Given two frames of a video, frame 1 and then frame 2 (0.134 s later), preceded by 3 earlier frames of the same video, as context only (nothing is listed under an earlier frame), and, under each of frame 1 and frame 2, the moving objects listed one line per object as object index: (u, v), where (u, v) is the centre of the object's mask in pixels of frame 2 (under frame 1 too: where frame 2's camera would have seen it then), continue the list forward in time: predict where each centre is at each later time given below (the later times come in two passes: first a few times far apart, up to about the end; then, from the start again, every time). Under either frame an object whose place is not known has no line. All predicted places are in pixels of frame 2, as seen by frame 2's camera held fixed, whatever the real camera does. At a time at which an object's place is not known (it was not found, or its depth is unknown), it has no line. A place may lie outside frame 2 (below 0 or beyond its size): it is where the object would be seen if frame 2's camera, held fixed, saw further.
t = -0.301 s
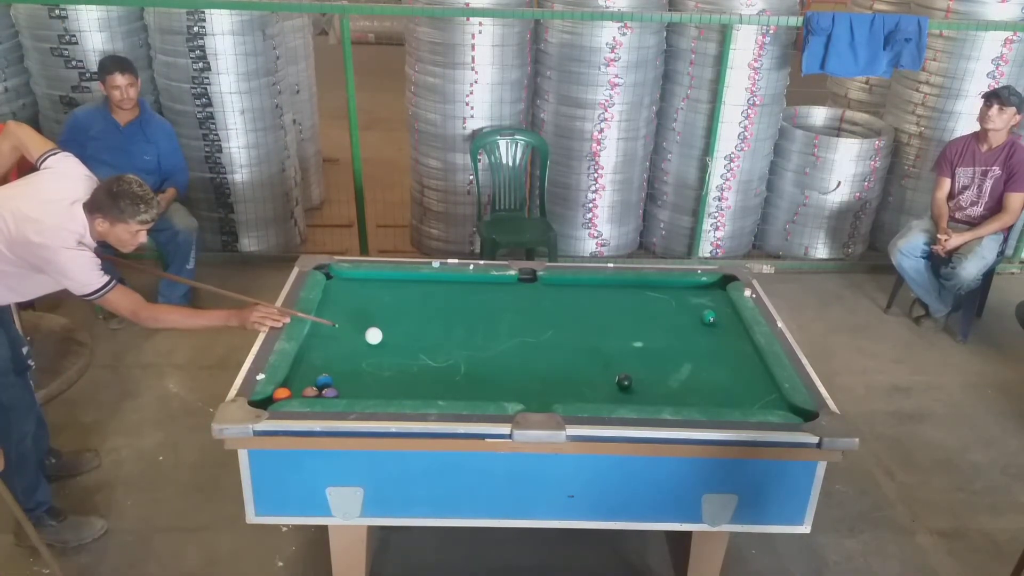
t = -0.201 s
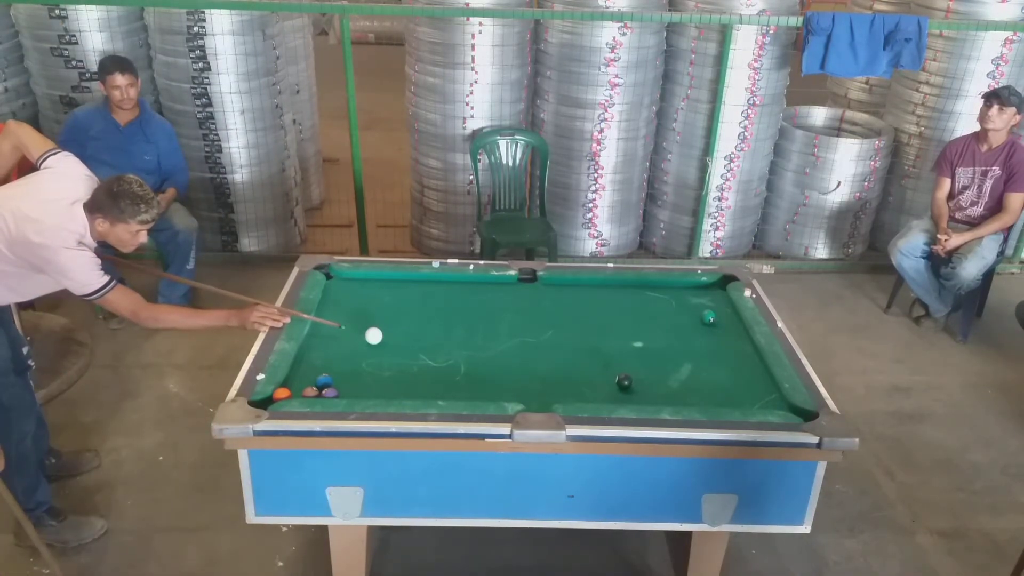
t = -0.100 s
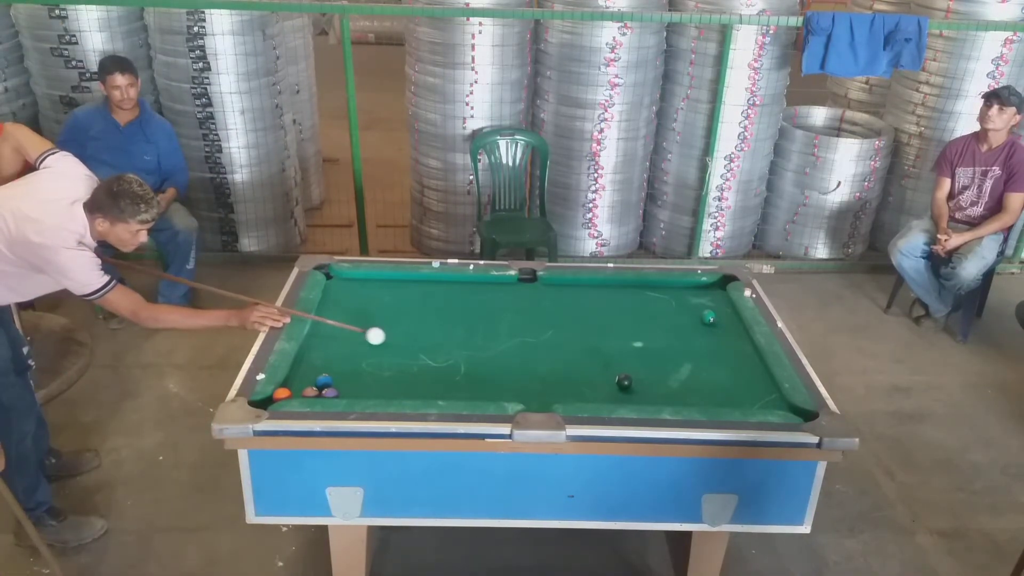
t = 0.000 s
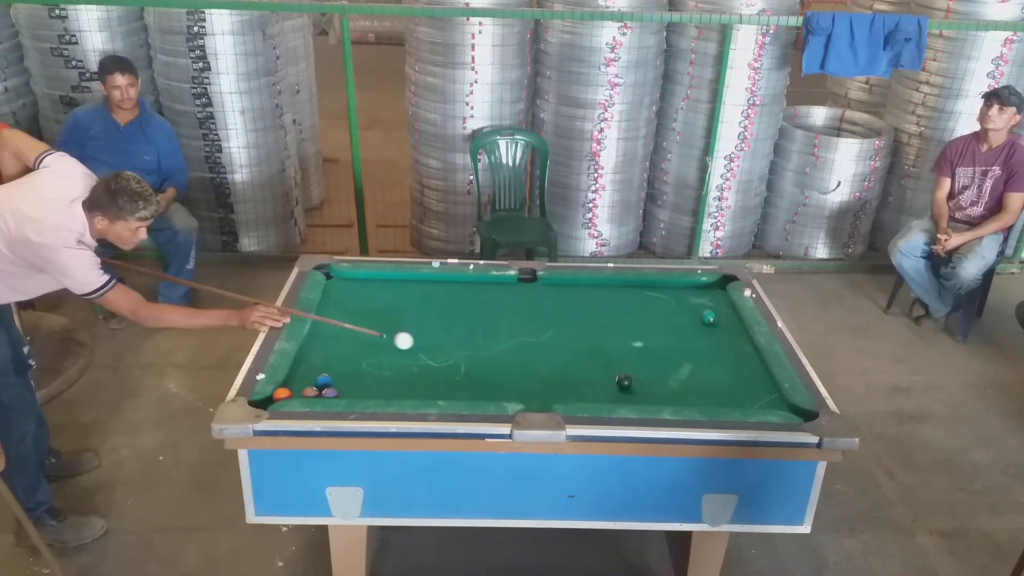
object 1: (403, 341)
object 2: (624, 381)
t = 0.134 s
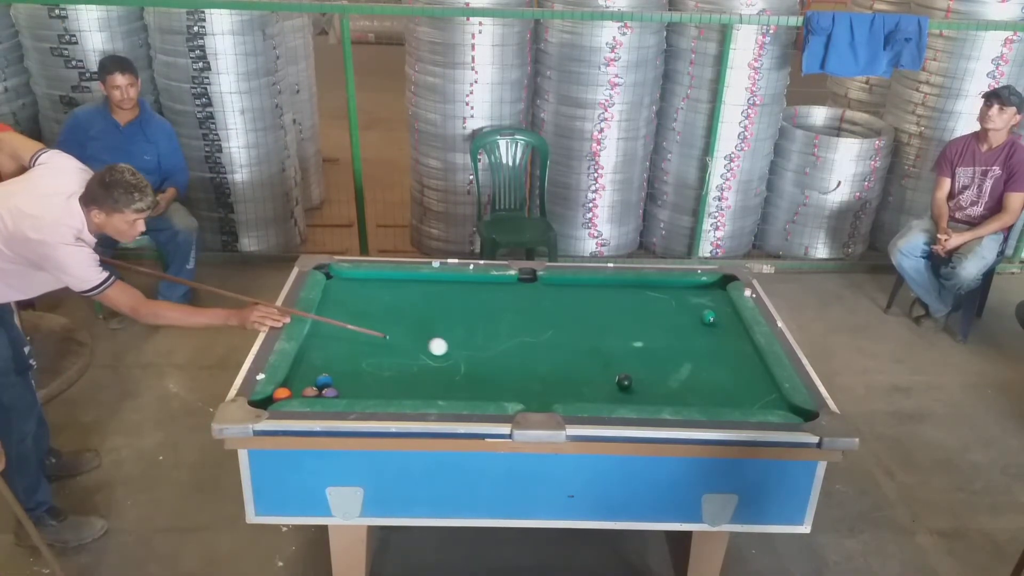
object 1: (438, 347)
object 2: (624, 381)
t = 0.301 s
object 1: (480, 354)
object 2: (624, 381)
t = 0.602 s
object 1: (557, 368)
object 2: (624, 381)
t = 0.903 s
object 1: (616, 378)
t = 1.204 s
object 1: (642, 381)
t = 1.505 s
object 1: (666, 385)
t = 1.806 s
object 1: (686, 387)
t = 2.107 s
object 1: (703, 390)
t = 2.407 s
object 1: (717, 392)
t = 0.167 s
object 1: (446, 348)
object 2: (624, 381)
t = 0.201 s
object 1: (455, 350)
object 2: (624, 381)
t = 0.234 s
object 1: (463, 351)
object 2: (624, 381)
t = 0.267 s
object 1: (472, 353)
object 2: (624, 381)
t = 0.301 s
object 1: (480, 354)
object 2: (624, 381)
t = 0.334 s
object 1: (489, 355)
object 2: (624, 382)
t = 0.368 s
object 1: (498, 357)
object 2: (624, 381)
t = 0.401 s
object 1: (506, 359)
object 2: (624, 381)
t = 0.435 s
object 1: (515, 360)
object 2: (624, 381)
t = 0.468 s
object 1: (523, 362)
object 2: (624, 381)
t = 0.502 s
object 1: (532, 363)
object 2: (624, 381)
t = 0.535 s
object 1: (540, 365)
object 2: (624, 381)
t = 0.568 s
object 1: (549, 366)
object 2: (624, 381)
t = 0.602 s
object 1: (557, 368)
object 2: (624, 381)
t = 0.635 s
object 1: (566, 369)
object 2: (624, 381)
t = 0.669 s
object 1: (575, 371)
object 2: (624, 381)
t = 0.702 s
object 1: (583, 373)
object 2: (624, 382)
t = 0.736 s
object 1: (592, 374)
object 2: (624, 381)
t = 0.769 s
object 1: (601, 376)
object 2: (624, 382)
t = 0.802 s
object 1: (607, 377)
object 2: (627, 382)
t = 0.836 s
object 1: (610, 377)
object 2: (635, 383)
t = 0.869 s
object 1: (613, 377)
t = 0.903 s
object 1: (616, 378)
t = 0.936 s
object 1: (619, 378)
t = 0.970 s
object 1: (622, 378)
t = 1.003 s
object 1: (625, 379)
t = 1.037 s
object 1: (628, 379)
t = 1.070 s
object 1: (631, 380)
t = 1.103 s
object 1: (634, 380)
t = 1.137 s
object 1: (637, 380)
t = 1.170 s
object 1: (639, 381)
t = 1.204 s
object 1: (642, 381)
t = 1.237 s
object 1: (645, 382)
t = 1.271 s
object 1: (648, 382)
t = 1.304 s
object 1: (650, 383)
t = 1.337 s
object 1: (653, 383)
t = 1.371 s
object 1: (655, 383)
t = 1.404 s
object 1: (658, 384)
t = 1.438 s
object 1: (661, 384)
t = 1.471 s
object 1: (663, 384)
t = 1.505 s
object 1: (666, 385)
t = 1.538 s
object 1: (668, 385)
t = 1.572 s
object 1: (670, 385)
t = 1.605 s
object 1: (673, 386)
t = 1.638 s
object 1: (675, 386)
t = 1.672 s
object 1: (677, 386)
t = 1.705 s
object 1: (679, 386)
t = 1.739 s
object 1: (682, 387)
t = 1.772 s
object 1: (684, 387)
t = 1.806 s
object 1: (686, 387)
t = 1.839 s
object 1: (688, 388)
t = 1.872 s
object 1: (690, 388)
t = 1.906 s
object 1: (692, 388)
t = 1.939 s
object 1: (694, 389)
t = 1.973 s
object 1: (696, 389)
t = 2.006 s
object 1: (698, 389)
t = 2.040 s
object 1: (699, 389)
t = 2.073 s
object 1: (701, 390)
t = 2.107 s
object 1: (703, 390)
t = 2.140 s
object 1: (705, 390)
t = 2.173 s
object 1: (706, 391)
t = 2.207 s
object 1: (708, 391)
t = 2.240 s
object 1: (710, 391)
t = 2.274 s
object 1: (711, 391)
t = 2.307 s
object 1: (713, 391)
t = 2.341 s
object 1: (714, 391)
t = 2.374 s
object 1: (716, 392)
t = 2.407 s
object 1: (717, 392)
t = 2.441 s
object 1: (718, 392)
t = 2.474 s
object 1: (720, 392)
